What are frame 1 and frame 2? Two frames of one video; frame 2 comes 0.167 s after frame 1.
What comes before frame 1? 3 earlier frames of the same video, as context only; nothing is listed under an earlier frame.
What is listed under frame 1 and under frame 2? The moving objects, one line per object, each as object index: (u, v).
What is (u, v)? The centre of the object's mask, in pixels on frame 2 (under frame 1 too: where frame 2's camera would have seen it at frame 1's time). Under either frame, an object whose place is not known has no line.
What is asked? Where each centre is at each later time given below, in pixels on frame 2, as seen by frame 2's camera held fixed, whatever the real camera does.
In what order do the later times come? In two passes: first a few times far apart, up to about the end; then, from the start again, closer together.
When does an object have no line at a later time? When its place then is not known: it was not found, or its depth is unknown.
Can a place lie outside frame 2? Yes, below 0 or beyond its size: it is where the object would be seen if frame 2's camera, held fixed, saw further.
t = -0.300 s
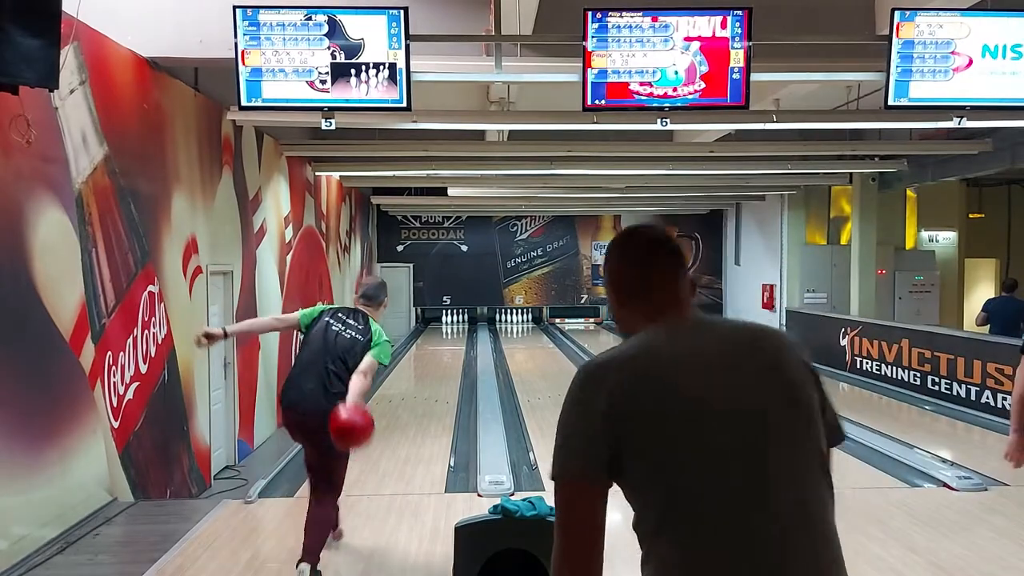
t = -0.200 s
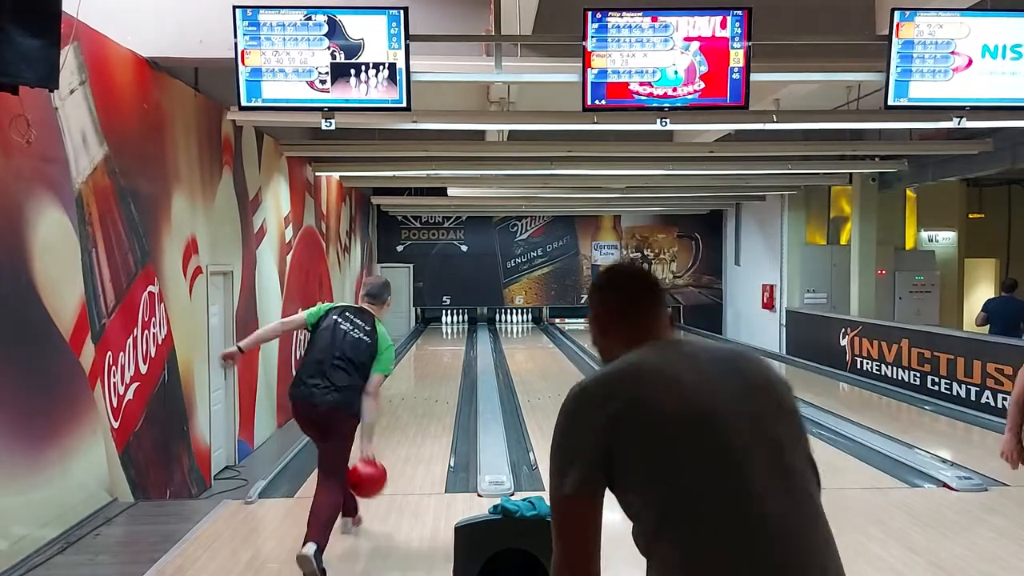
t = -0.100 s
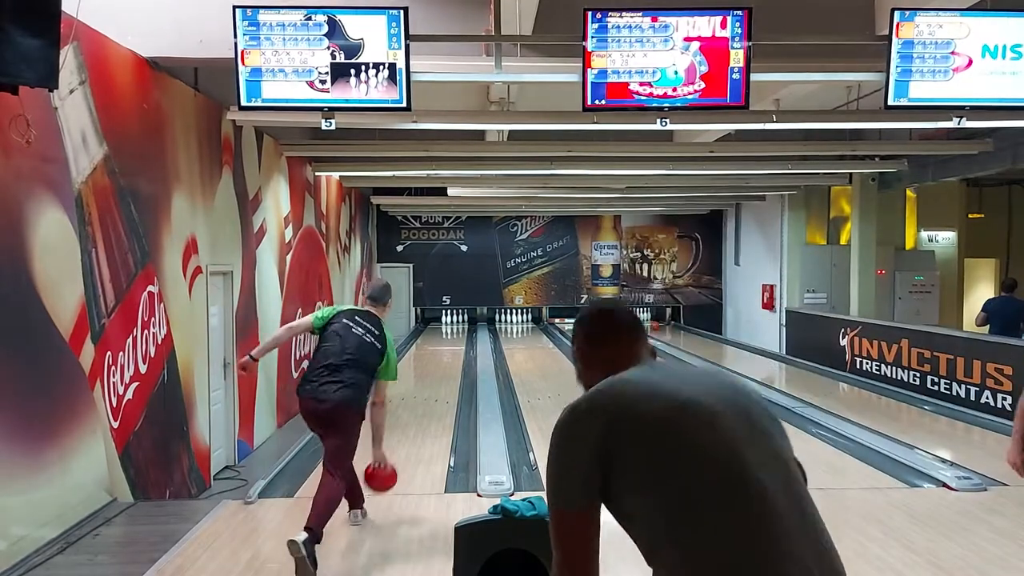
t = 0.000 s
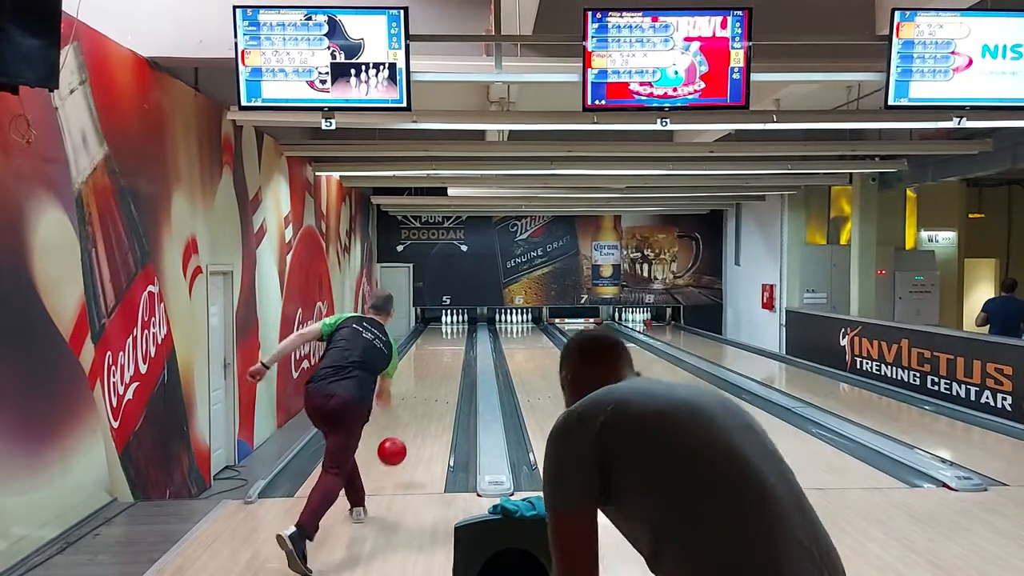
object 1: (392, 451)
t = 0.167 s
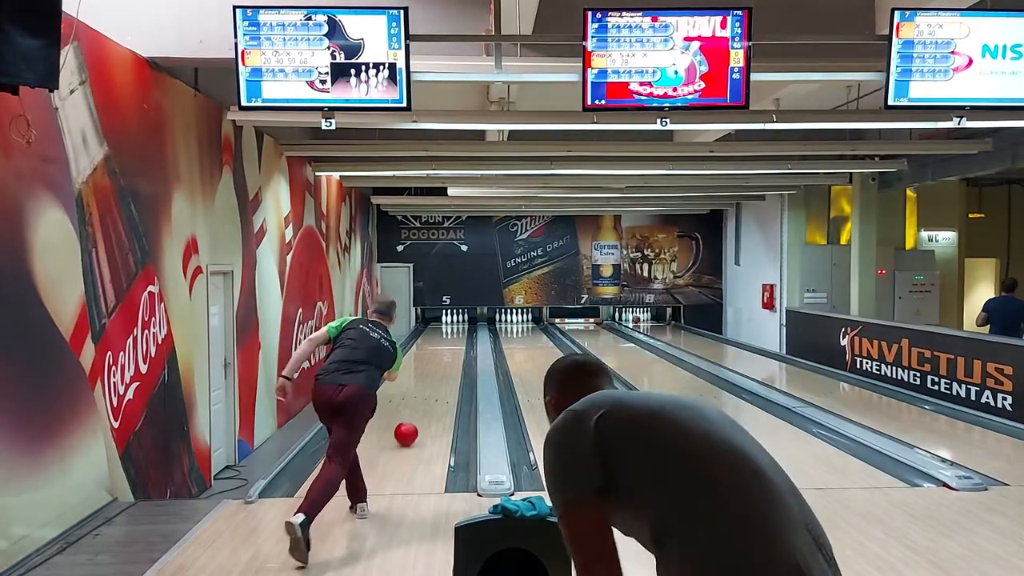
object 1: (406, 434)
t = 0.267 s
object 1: (412, 418)
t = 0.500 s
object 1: (423, 390)
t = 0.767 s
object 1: (431, 368)
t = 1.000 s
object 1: (438, 354)
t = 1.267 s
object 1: (440, 343)
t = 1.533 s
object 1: (445, 334)
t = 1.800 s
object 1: (448, 327)
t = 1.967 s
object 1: (449, 325)
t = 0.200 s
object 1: (408, 428)
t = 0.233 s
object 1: (410, 423)
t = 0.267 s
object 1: (412, 418)
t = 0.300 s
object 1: (414, 414)
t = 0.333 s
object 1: (415, 410)
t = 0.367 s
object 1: (419, 405)
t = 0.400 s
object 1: (420, 401)
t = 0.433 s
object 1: (421, 397)
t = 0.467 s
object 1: (422, 393)
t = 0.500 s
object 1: (423, 390)
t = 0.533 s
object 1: (424, 387)
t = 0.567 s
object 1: (425, 384)
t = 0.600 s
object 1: (426, 380)
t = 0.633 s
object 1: (427, 378)
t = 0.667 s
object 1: (428, 375)
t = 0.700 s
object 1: (429, 373)
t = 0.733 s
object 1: (430, 370)
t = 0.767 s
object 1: (431, 368)
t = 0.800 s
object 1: (432, 366)
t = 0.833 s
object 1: (433, 364)
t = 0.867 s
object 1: (434, 361)
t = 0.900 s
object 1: (434, 360)
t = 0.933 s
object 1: (435, 358)
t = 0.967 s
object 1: (437, 356)
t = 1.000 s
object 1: (438, 354)
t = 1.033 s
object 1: (441, 352)
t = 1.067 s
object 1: (442, 349)
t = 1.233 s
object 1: (438, 345)
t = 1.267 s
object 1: (440, 343)
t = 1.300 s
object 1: (442, 341)
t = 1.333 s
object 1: (442, 340)
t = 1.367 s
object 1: (443, 339)
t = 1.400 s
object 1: (443, 338)
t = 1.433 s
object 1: (443, 337)
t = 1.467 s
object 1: (444, 336)
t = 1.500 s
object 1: (445, 335)
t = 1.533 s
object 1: (445, 334)
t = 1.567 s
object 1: (446, 333)
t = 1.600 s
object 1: (446, 332)
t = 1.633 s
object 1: (446, 331)
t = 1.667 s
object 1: (447, 331)
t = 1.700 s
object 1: (447, 329)
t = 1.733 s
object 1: (447, 329)
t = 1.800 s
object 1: (448, 327)
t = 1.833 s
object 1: (448, 326)
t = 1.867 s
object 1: (448, 326)
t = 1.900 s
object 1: (449, 326)
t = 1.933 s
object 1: (449, 325)
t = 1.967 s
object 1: (449, 325)
